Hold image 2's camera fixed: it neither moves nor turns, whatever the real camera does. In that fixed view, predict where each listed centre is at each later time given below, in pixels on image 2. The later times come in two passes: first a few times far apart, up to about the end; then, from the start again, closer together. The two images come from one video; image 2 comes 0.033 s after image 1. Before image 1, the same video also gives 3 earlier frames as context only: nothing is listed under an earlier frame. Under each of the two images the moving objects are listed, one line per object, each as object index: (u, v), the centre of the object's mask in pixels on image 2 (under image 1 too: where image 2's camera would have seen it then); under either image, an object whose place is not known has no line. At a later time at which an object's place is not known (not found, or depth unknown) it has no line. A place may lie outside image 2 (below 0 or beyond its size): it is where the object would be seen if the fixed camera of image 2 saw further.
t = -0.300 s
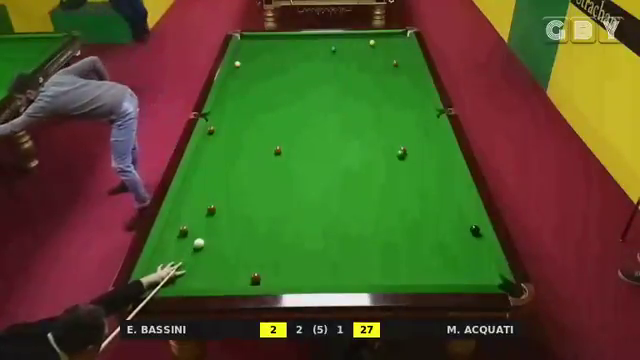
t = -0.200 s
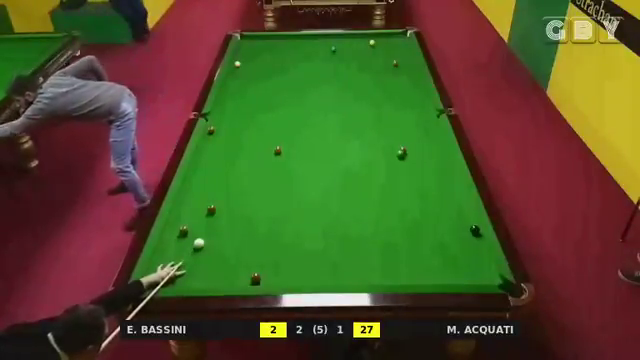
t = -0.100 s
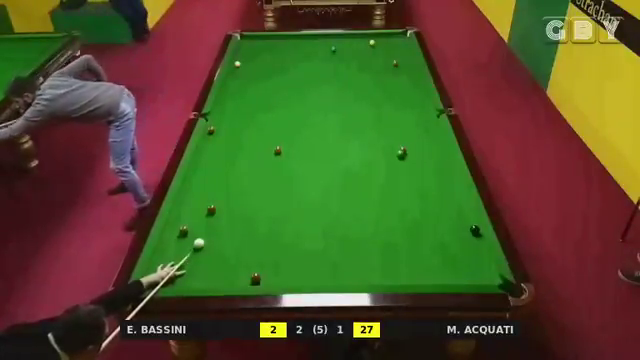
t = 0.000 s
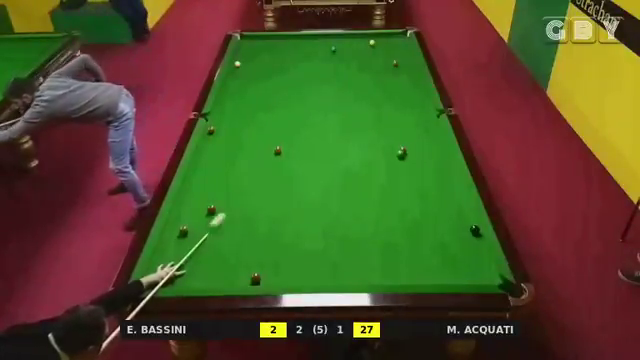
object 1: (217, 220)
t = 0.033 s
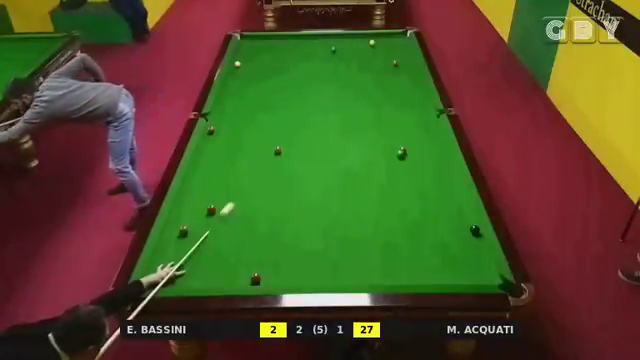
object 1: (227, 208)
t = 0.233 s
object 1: (270, 158)
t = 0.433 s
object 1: (276, 150)
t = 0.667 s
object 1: (280, 146)
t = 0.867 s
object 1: (283, 142)
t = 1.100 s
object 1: (286, 138)
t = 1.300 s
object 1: (288, 135)
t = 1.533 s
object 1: (291, 132)
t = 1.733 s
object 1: (293, 129)
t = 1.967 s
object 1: (295, 127)
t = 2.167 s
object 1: (297, 125)
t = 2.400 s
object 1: (299, 123)
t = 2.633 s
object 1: (300, 122)
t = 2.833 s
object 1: (301, 121)
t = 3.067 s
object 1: (302, 120)
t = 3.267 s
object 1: (303, 120)
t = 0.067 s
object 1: (235, 198)
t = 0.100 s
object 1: (243, 189)
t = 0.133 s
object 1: (251, 180)
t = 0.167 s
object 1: (257, 173)
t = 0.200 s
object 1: (264, 165)
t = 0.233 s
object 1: (270, 158)
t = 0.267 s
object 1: (274, 153)
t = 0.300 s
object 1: (274, 153)
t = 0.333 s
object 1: (275, 152)
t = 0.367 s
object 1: (275, 152)
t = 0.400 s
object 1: (276, 151)
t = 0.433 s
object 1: (276, 150)
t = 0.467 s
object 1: (277, 150)
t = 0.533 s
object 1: (278, 149)
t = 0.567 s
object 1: (278, 148)
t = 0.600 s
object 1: (279, 147)
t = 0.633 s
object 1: (279, 146)
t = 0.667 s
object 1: (280, 146)
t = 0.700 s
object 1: (280, 145)
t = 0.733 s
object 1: (281, 145)
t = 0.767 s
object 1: (281, 144)
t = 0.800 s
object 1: (282, 144)
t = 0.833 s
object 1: (282, 143)
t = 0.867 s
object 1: (283, 142)
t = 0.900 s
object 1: (283, 141)
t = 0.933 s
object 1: (283, 141)
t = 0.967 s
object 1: (284, 140)
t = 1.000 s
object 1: (285, 140)
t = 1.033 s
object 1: (285, 139)
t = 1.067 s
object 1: (285, 139)
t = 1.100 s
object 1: (286, 138)
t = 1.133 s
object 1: (286, 137)
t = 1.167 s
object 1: (287, 137)
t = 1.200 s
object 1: (287, 136)
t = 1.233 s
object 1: (288, 136)
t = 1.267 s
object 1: (288, 135)
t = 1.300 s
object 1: (288, 135)
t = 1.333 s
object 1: (289, 134)
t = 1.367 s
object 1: (289, 134)
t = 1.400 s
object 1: (290, 134)
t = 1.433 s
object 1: (290, 133)
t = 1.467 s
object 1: (290, 133)
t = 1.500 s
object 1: (291, 132)
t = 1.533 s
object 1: (291, 132)
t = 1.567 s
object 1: (292, 131)
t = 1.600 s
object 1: (292, 131)
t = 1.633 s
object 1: (292, 130)
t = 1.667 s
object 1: (293, 130)
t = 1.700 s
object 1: (293, 130)
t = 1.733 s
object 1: (293, 129)
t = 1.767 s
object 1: (294, 129)
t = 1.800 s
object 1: (294, 129)
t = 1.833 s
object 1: (294, 128)
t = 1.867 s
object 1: (294, 128)
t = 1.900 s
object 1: (295, 128)
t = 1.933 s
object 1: (295, 127)
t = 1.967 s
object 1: (295, 127)
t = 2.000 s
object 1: (296, 126)
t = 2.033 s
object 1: (296, 126)
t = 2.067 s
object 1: (296, 126)
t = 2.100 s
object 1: (296, 125)
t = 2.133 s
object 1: (297, 125)
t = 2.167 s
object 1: (297, 125)
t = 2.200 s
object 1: (297, 125)
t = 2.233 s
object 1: (298, 124)
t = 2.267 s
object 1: (298, 124)
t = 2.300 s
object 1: (298, 124)
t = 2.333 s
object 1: (298, 124)
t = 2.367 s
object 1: (298, 123)
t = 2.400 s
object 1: (299, 123)
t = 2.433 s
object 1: (299, 123)
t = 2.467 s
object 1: (299, 123)
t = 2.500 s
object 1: (300, 123)
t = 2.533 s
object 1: (299, 123)
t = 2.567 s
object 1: (300, 122)
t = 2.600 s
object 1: (300, 122)
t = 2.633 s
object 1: (300, 122)
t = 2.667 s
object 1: (300, 122)
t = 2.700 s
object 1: (300, 122)
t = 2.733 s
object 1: (301, 121)
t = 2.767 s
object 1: (301, 121)
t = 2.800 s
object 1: (301, 121)
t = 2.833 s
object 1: (301, 121)
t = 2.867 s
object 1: (301, 121)
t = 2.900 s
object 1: (301, 121)
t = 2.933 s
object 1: (302, 121)
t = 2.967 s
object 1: (302, 120)
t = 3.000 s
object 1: (302, 120)
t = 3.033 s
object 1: (302, 120)
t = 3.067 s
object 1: (302, 120)
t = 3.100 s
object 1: (302, 120)
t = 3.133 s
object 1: (302, 120)
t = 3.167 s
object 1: (302, 120)
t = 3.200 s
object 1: (302, 120)
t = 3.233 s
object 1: (302, 120)
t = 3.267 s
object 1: (303, 120)
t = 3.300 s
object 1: (302, 120)
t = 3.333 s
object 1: (302, 120)
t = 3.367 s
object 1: (302, 120)
